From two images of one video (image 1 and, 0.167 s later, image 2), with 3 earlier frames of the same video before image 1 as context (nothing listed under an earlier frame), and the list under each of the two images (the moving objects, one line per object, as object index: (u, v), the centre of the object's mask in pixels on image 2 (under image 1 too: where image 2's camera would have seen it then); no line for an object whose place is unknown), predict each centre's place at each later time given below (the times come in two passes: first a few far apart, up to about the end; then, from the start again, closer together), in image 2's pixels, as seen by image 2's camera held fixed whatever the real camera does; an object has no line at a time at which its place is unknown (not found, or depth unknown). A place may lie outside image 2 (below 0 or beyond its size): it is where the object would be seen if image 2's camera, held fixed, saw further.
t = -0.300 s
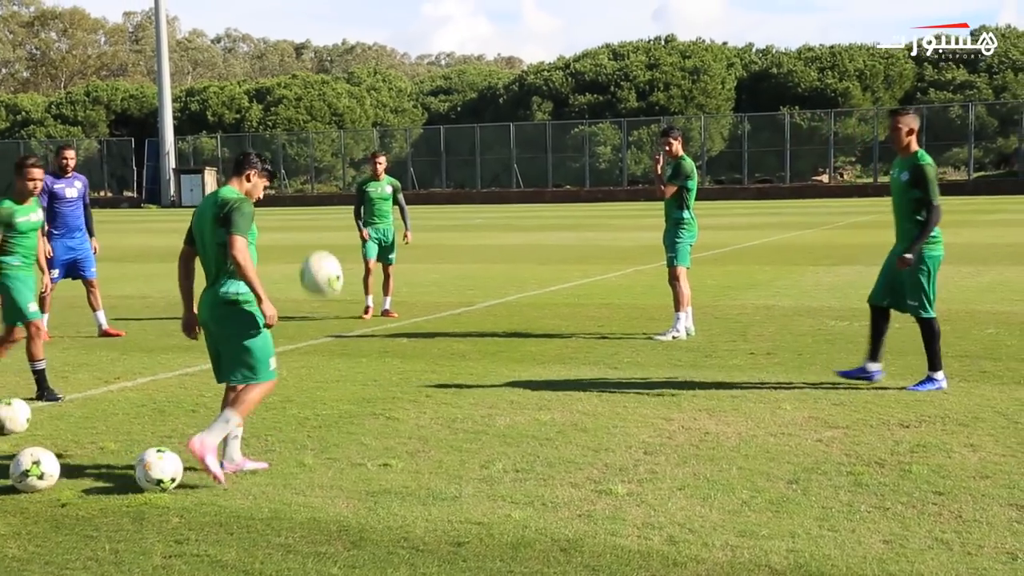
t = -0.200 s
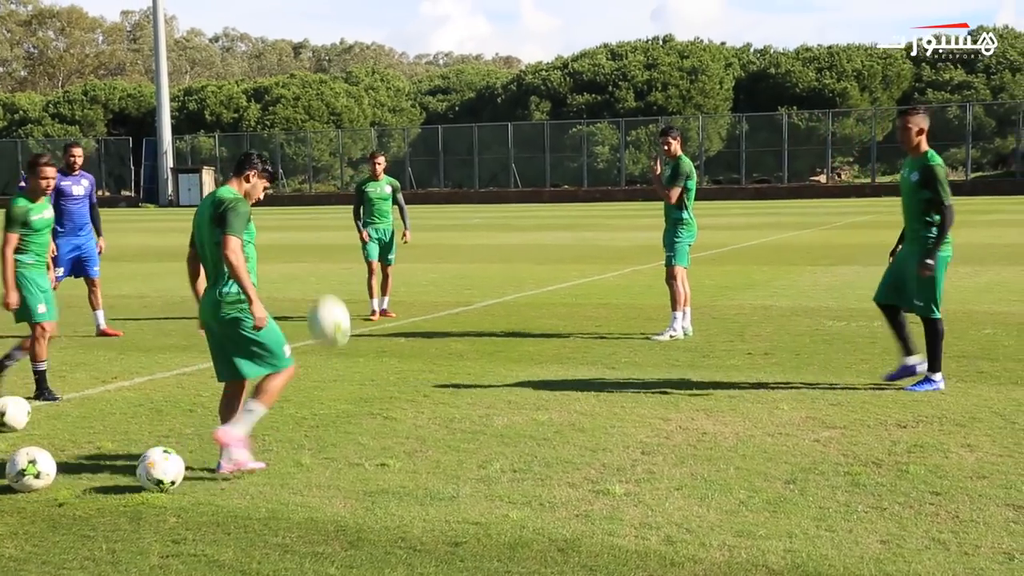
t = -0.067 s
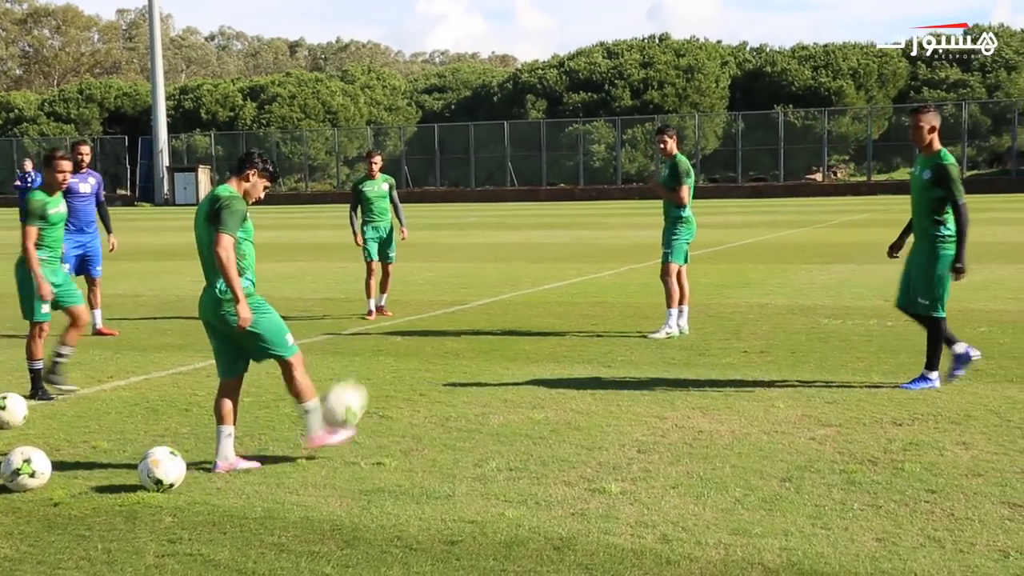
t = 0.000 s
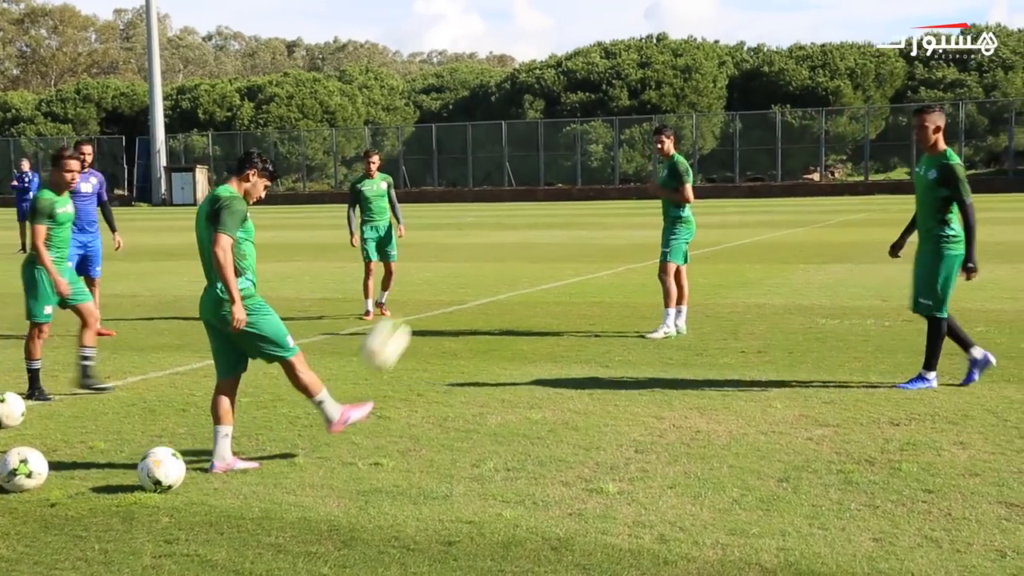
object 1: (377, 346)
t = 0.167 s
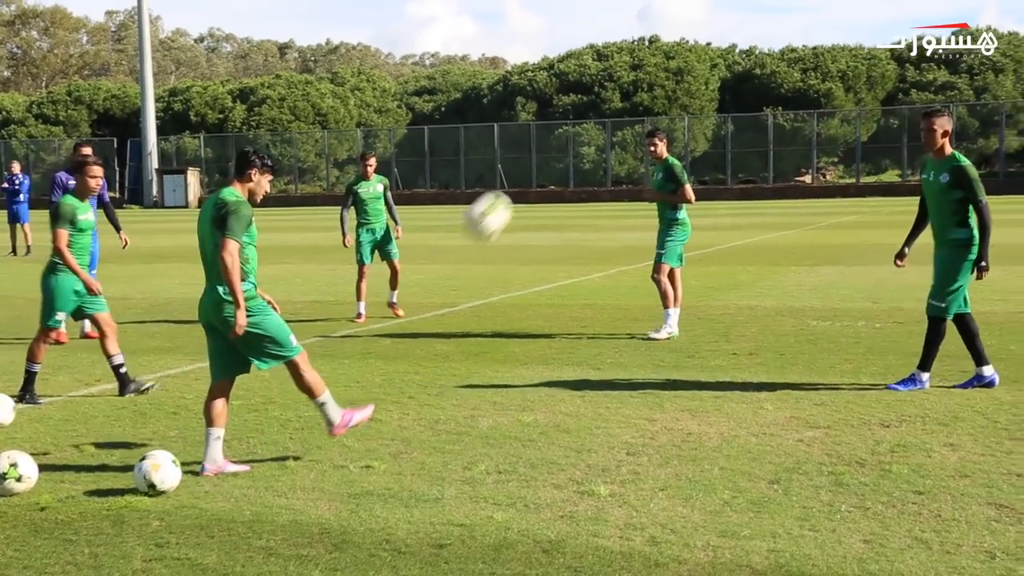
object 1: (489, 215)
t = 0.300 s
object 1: (572, 150)
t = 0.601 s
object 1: (757, 116)
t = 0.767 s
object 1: (857, 163)
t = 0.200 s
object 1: (510, 194)
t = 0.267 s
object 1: (551, 164)
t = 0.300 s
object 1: (572, 150)
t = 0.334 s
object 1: (593, 138)
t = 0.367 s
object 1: (617, 128)
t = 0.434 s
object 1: (657, 113)
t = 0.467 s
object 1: (677, 111)
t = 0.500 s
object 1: (697, 108)
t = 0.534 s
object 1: (718, 109)
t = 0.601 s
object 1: (757, 116)
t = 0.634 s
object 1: (777, 122)
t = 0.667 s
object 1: (797, 130)
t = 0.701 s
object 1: (816, 139)
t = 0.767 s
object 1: (857, 163)
